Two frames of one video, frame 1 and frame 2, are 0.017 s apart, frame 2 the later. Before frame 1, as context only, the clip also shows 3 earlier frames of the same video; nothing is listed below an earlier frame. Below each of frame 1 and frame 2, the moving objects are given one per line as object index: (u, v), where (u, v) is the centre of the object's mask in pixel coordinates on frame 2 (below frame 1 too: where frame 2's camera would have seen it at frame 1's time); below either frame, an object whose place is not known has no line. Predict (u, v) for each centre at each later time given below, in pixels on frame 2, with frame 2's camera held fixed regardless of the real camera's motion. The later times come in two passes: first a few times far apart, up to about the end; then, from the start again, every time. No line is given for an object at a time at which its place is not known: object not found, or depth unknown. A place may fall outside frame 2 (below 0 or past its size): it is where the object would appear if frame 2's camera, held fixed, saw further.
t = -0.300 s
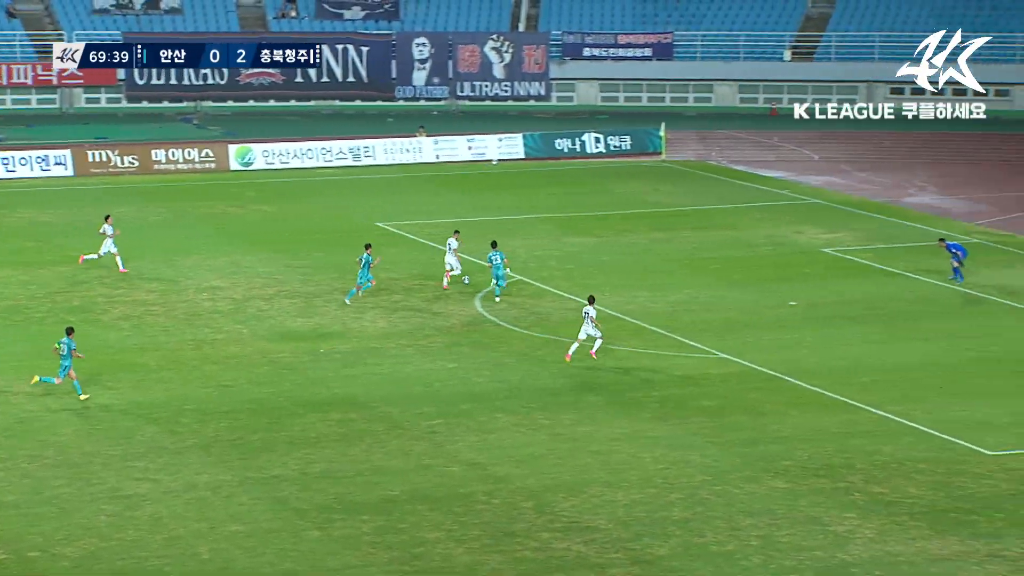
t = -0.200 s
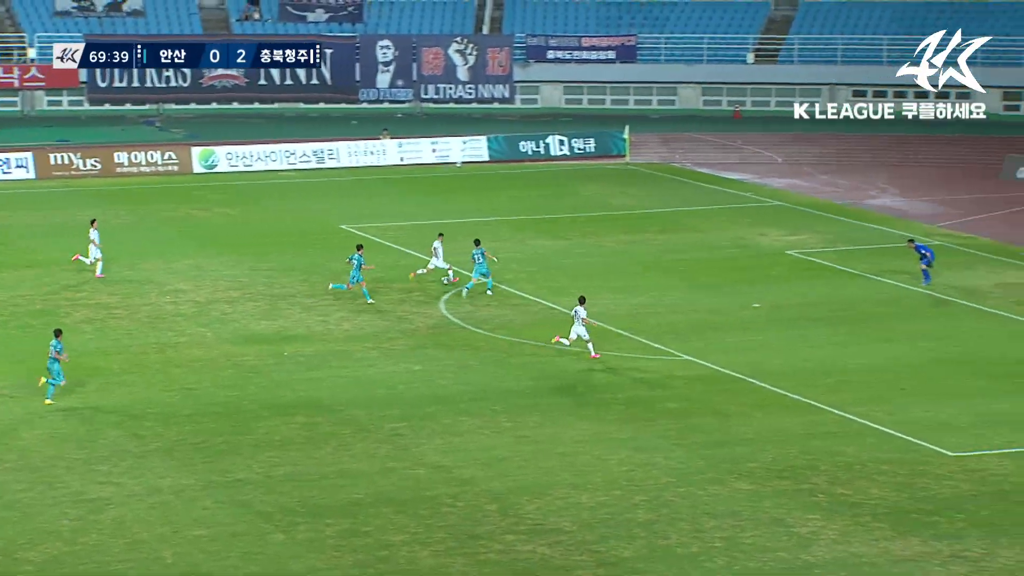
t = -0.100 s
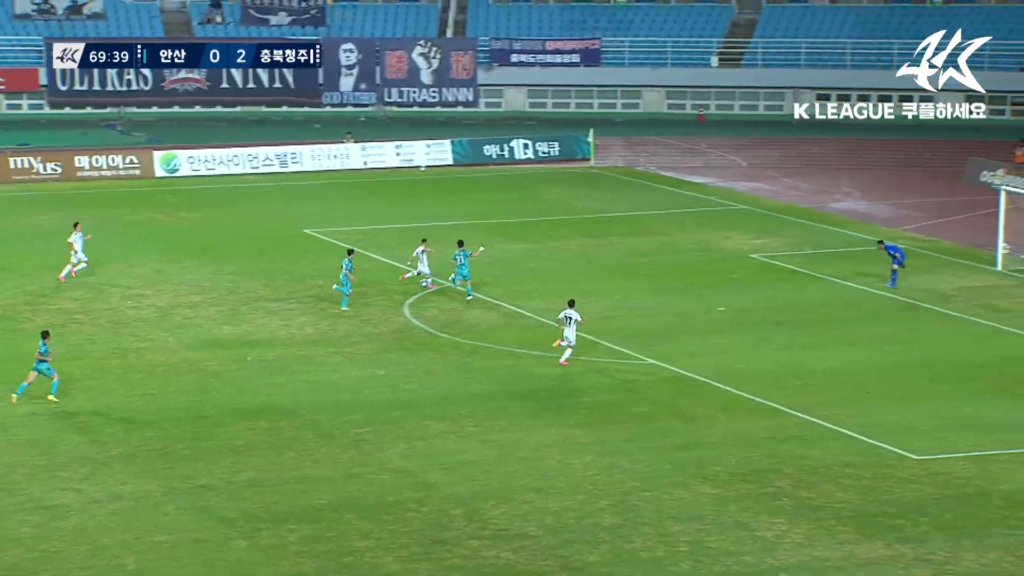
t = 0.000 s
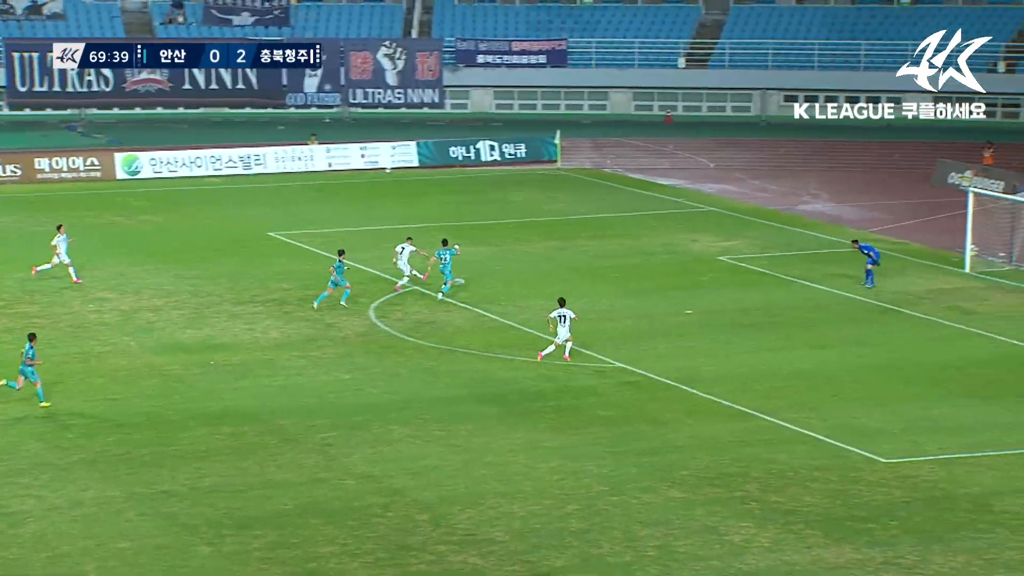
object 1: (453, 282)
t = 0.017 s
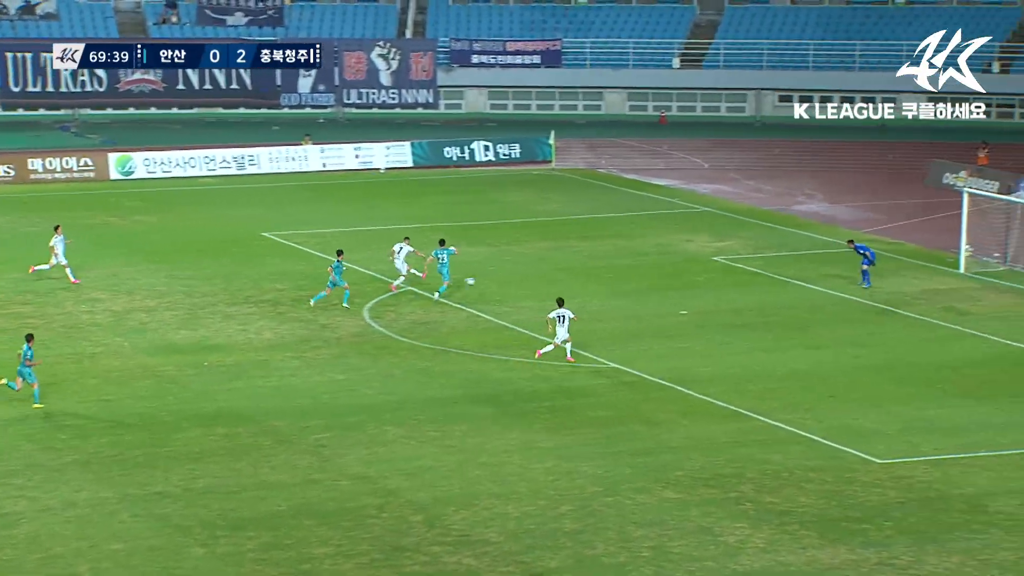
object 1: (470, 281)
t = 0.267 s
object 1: (704, 289)
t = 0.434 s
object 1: (847, 289)
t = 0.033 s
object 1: (486, 281)
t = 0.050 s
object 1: (502, 280)
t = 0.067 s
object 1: (518, 280)
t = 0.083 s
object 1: (534, 280)
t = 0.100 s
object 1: (551, 280)
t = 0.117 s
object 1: (567, 280)
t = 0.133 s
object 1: (581, 281)
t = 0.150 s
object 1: (597, 281)
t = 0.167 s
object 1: (612, 281)
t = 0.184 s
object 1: (628, 282)
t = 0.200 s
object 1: (643, 283)
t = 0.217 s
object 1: (658, 284)
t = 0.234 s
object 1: (674, 285)
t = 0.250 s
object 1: (689, 287)
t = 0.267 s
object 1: (704, 289)
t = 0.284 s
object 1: (718, 290)
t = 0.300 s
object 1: (733, 292)
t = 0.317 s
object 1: (747, 291)
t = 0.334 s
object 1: (761, 291)
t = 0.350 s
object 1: (775, 290)
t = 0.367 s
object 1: (790, 289)
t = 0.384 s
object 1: (803, 289)
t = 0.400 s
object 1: (818, 289)
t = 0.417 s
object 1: (832, 289)
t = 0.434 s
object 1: (847, 289)
